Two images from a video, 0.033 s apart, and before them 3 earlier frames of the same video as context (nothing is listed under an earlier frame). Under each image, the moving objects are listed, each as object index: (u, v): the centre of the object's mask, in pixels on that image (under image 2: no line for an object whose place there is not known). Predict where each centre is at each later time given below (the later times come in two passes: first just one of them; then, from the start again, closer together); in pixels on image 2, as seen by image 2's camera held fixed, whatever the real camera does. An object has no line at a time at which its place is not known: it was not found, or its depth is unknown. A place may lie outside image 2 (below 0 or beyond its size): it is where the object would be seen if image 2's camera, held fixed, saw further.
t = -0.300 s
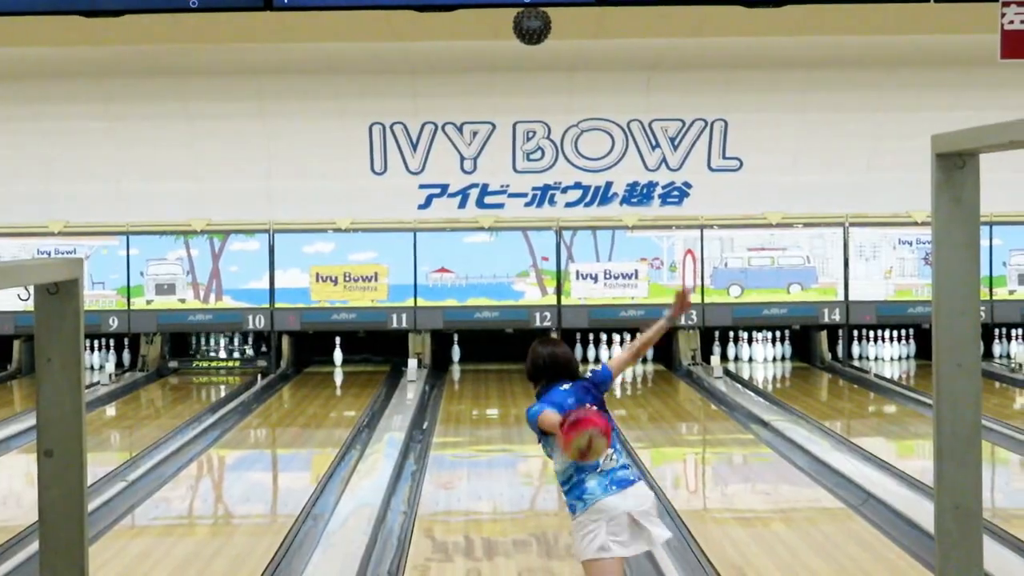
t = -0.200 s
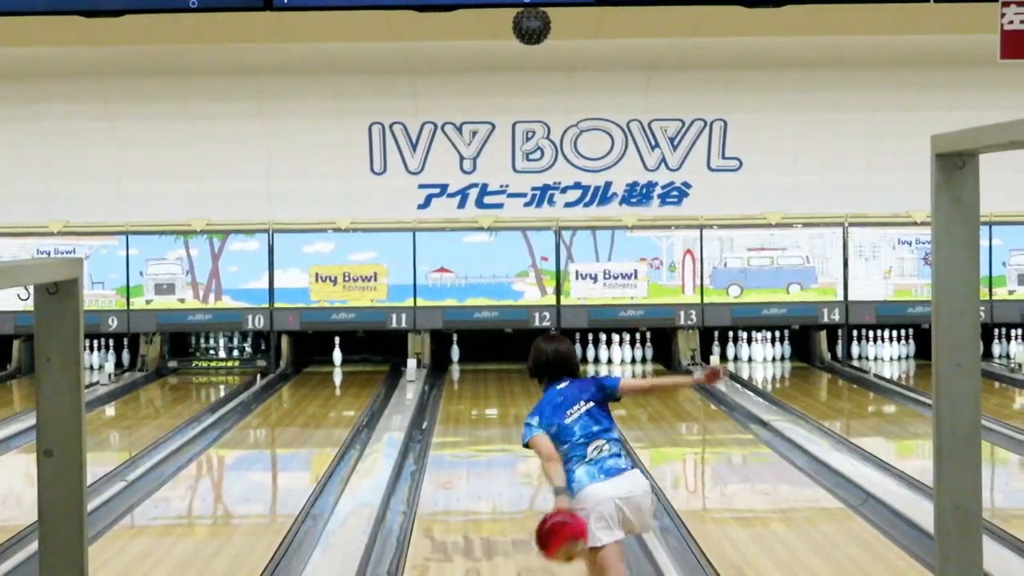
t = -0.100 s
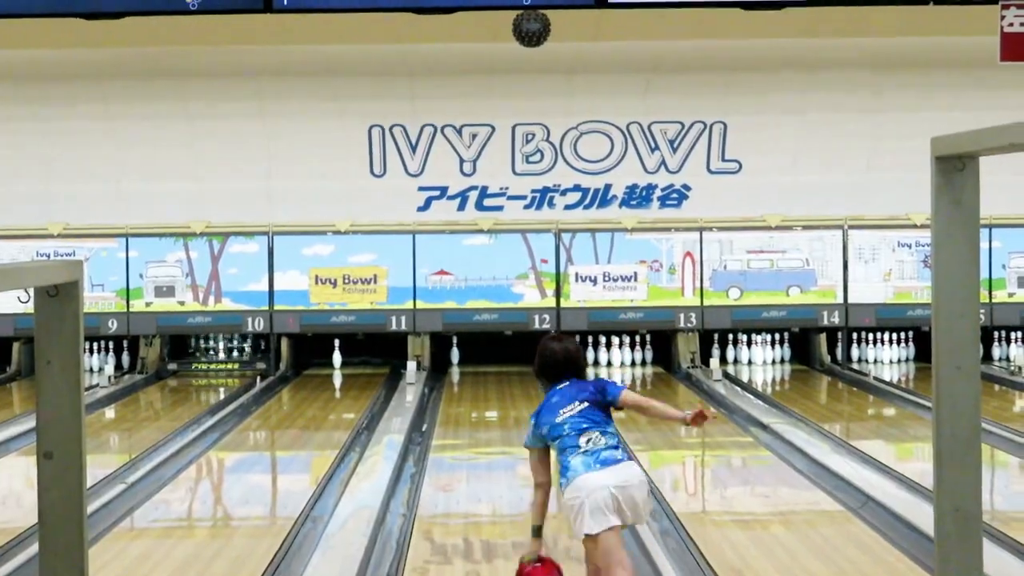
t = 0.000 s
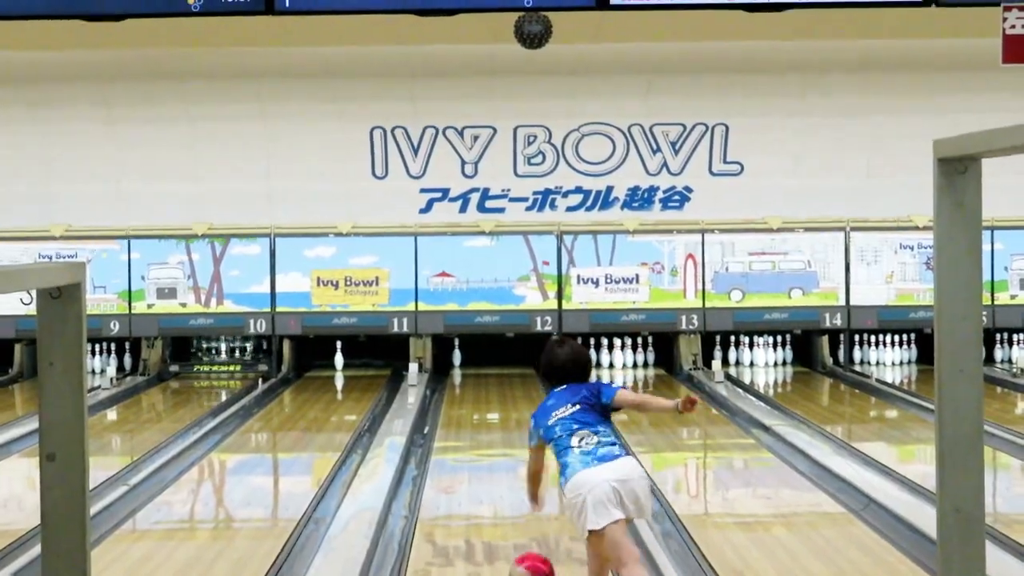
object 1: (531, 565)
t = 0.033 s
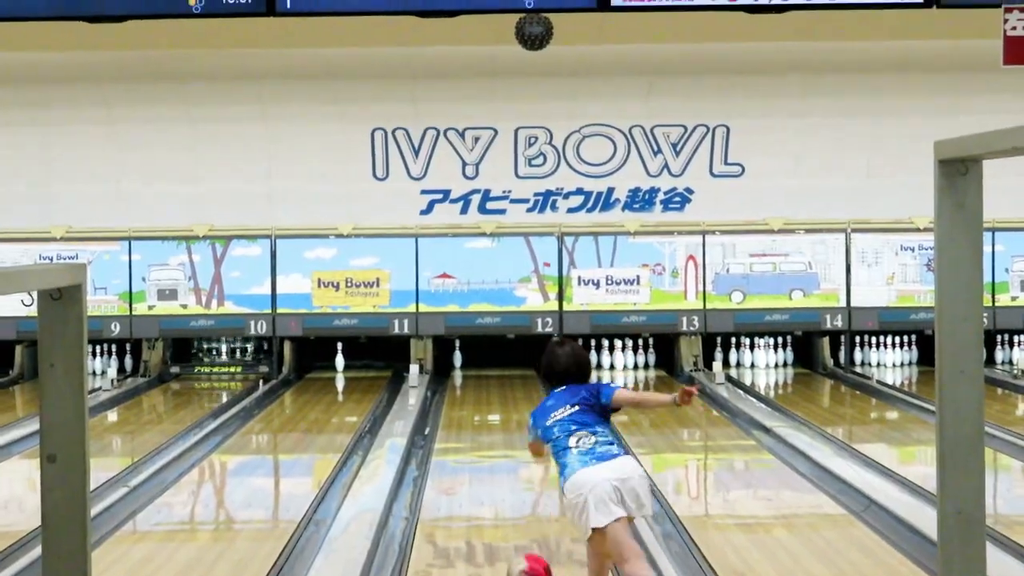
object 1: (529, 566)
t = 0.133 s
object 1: (519, 550)
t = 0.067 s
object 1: (530, 564)
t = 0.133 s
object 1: (519, 550)
